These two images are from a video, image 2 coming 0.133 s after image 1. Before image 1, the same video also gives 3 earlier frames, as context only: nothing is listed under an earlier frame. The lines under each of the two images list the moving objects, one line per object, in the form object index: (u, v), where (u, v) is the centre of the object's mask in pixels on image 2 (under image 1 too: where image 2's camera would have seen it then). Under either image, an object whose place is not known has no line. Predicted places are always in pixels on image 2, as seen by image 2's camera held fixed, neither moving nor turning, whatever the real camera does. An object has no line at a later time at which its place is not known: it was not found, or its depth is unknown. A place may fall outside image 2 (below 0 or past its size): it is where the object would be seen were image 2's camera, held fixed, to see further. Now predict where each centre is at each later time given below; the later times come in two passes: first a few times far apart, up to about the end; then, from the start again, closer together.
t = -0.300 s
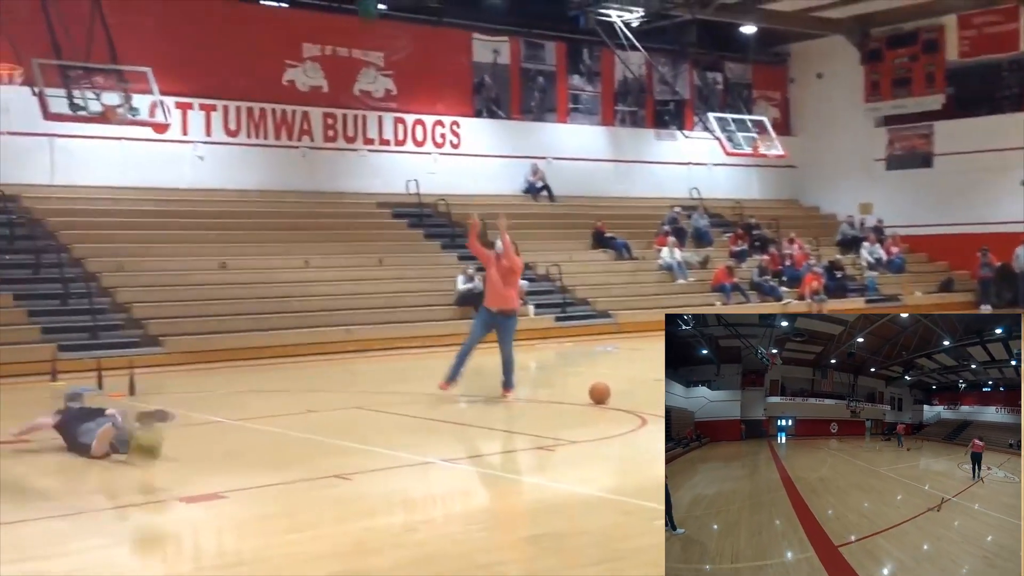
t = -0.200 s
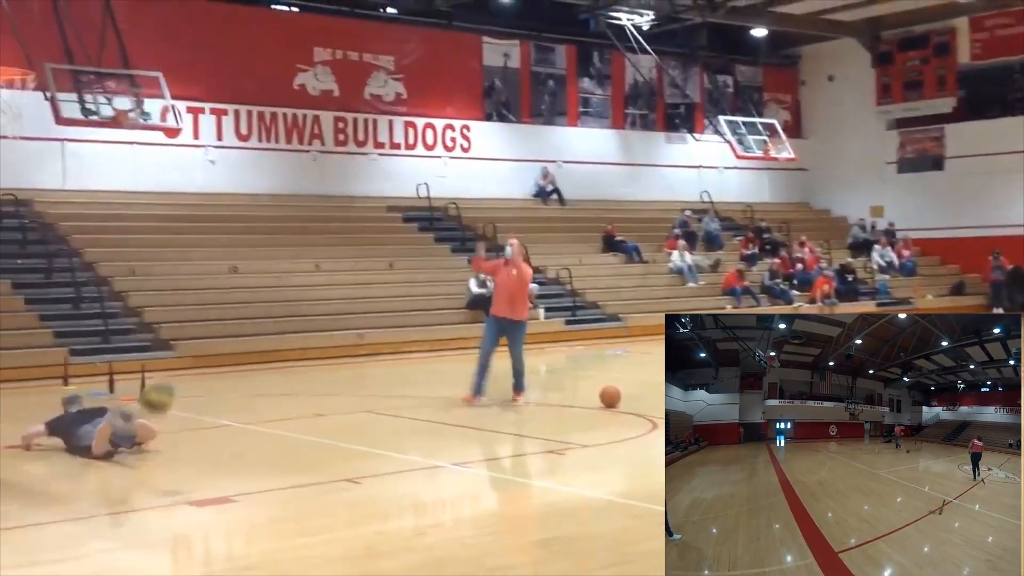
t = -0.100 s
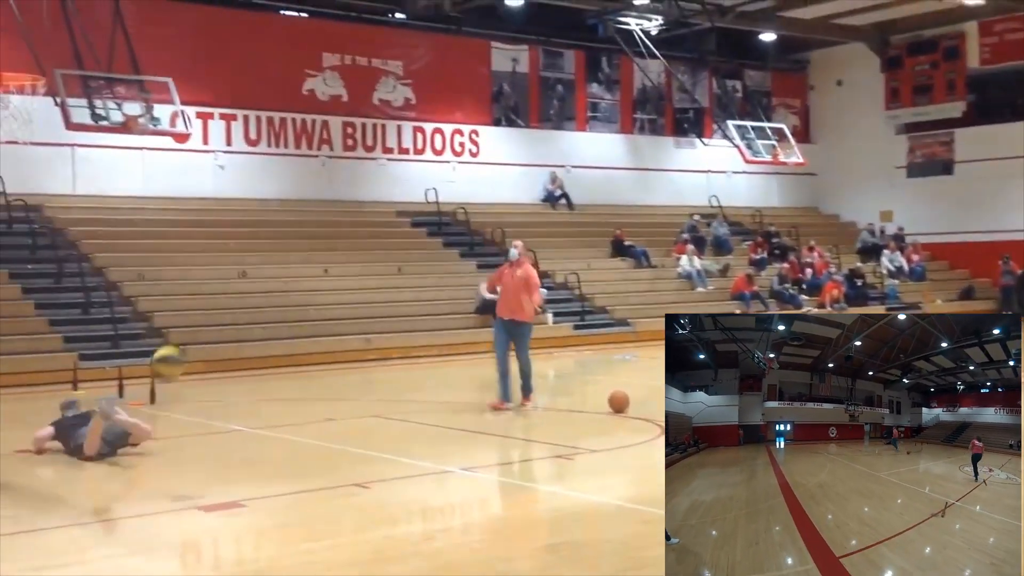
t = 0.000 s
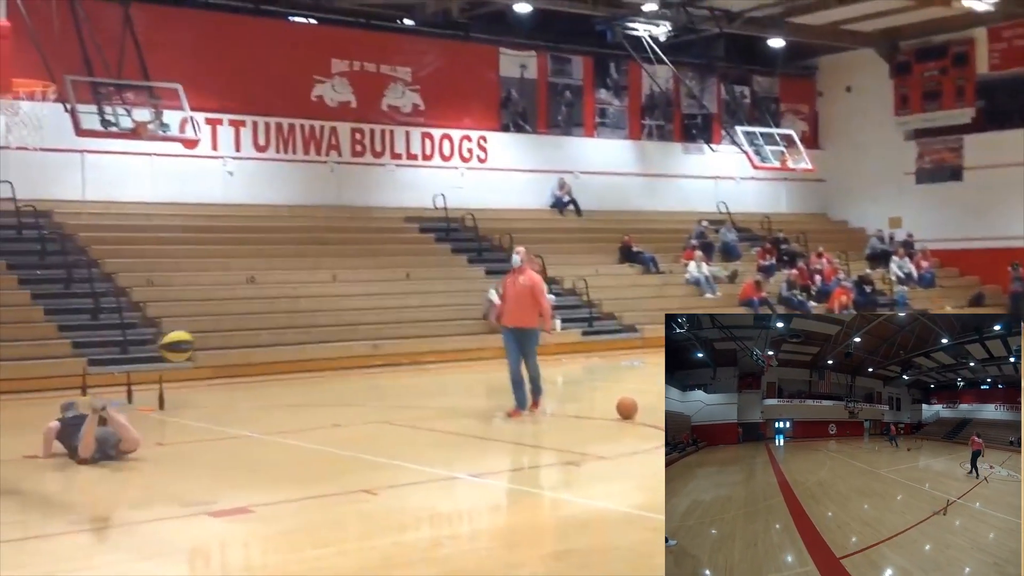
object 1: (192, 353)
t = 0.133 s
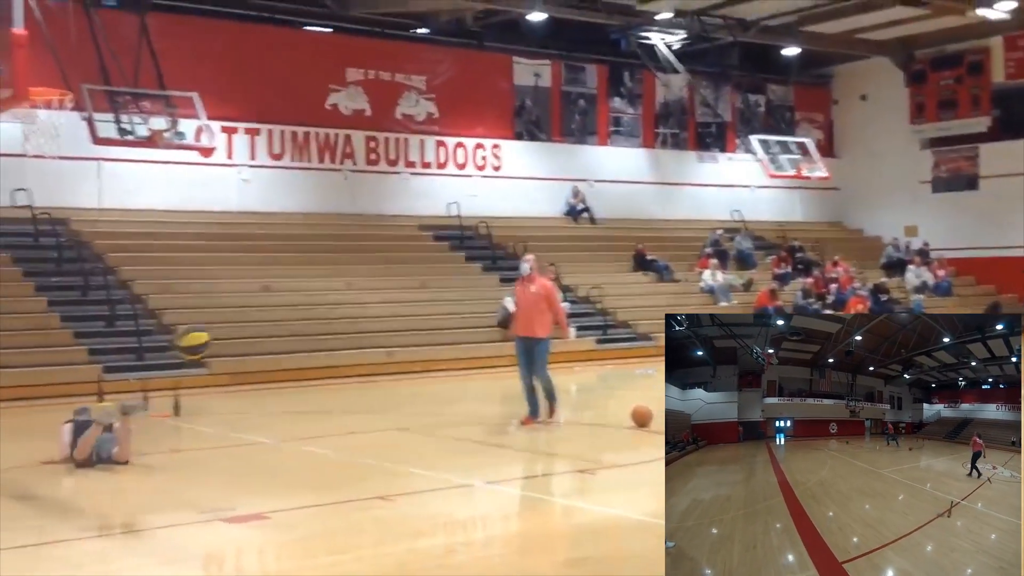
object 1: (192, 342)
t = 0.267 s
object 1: (194, 355)
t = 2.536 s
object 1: (187, 504)
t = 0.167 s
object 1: (192, 342)
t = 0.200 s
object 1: (192, 342)
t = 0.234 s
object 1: (193, 349)
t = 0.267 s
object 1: (194, 355)
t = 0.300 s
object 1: (194, 363)
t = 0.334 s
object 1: (194, 371)
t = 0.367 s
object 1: (194, 382)
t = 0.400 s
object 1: (194, 396)
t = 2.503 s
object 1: (189, 493)
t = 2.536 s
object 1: (187, 504)
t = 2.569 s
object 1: (191, 517)
